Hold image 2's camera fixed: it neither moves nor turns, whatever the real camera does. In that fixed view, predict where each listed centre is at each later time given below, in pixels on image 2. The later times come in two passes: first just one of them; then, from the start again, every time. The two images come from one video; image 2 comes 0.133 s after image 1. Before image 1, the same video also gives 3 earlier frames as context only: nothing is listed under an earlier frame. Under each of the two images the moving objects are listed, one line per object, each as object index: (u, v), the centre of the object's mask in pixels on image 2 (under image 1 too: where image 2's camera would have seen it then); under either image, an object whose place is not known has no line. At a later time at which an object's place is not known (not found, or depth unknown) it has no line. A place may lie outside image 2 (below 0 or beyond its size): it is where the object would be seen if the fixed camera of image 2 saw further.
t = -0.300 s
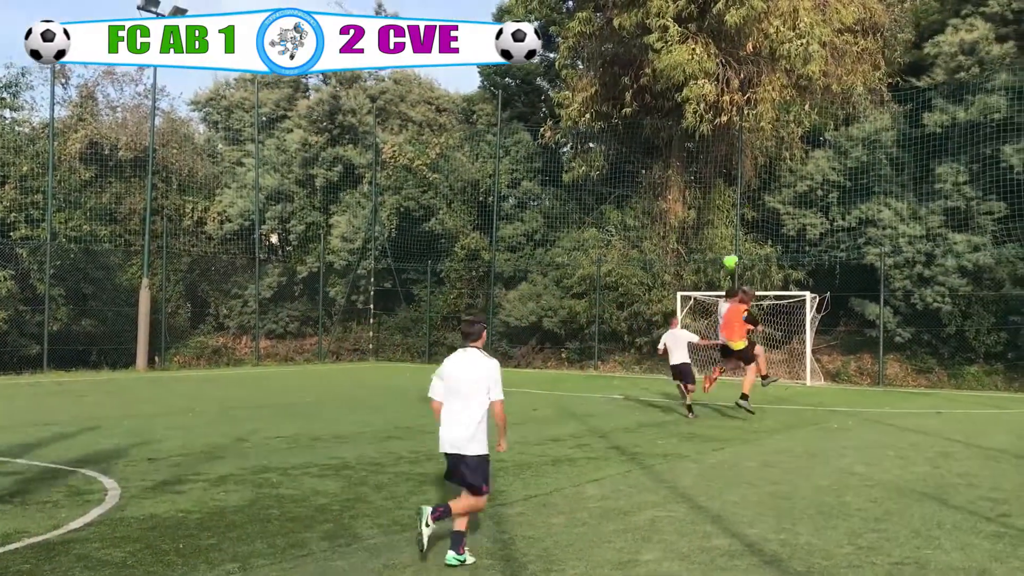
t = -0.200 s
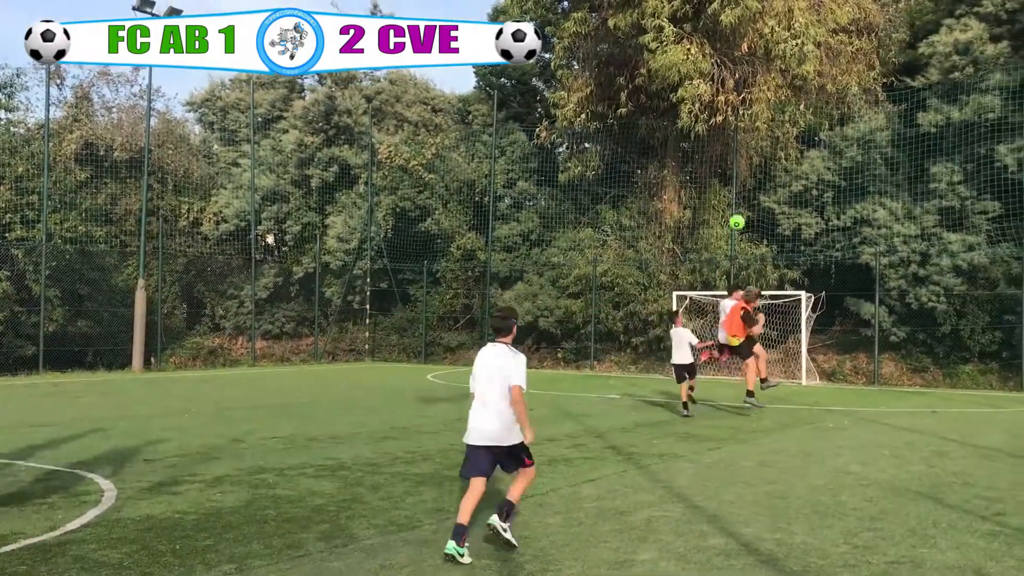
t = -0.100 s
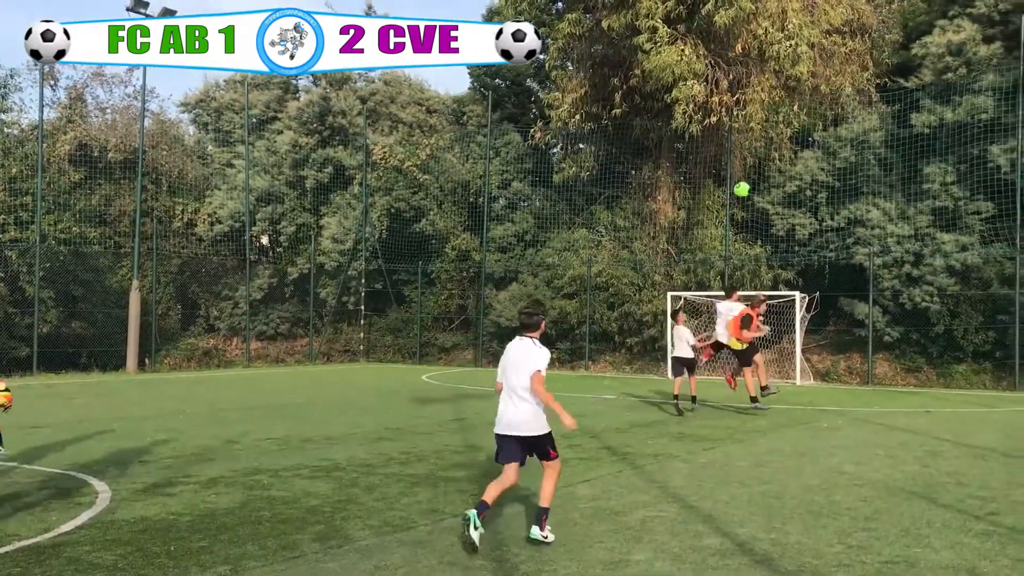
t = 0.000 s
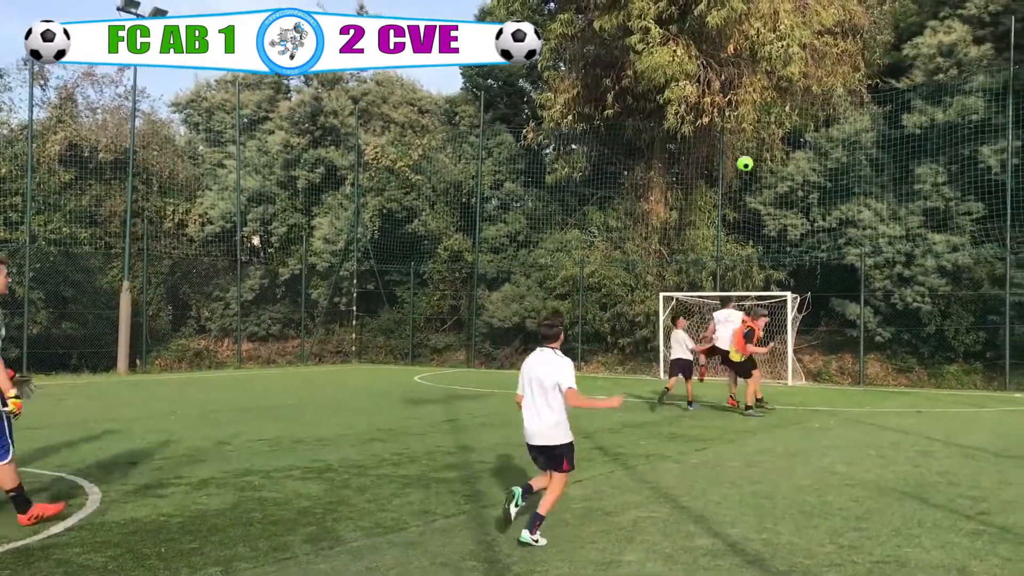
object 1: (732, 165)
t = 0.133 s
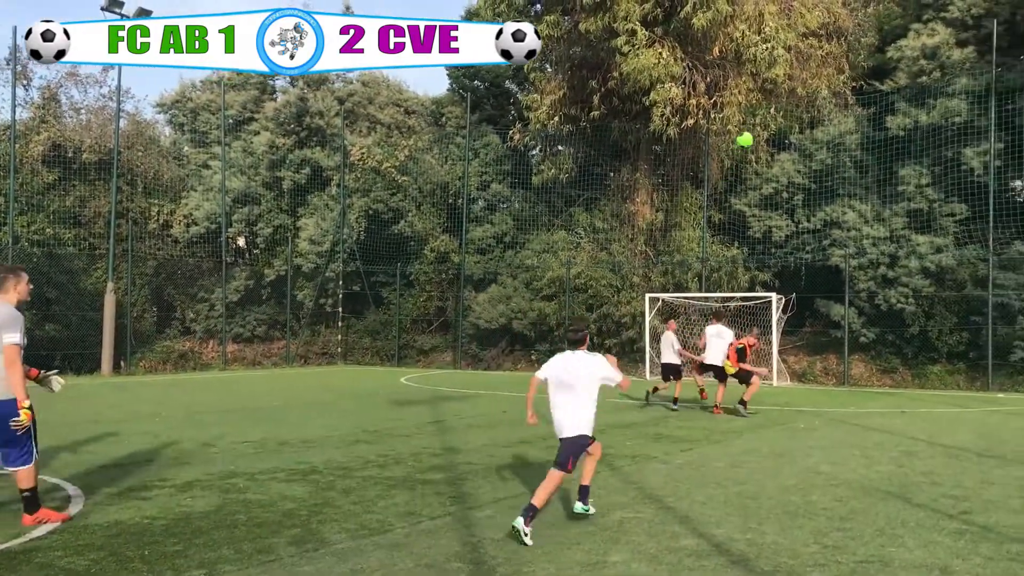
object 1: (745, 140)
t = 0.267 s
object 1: (758, 127)
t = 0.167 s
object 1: (748, 136)
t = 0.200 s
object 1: (751, 131)
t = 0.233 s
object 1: (754, 129)
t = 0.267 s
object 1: (758, 127)
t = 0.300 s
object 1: (761, 126)
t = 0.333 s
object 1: (764, 125)
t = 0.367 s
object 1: (768, 125)
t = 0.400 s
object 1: (771, 127)
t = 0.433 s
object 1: (775, 129)
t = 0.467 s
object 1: (778, 132)
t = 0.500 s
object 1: (781, 136)
